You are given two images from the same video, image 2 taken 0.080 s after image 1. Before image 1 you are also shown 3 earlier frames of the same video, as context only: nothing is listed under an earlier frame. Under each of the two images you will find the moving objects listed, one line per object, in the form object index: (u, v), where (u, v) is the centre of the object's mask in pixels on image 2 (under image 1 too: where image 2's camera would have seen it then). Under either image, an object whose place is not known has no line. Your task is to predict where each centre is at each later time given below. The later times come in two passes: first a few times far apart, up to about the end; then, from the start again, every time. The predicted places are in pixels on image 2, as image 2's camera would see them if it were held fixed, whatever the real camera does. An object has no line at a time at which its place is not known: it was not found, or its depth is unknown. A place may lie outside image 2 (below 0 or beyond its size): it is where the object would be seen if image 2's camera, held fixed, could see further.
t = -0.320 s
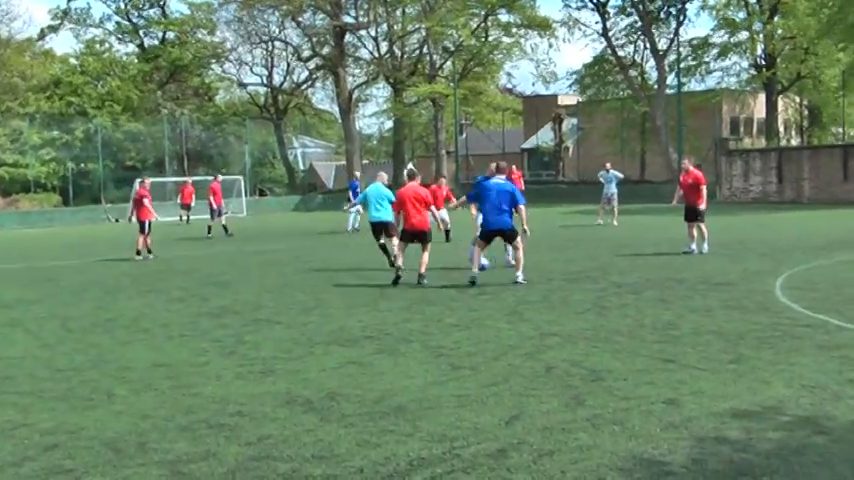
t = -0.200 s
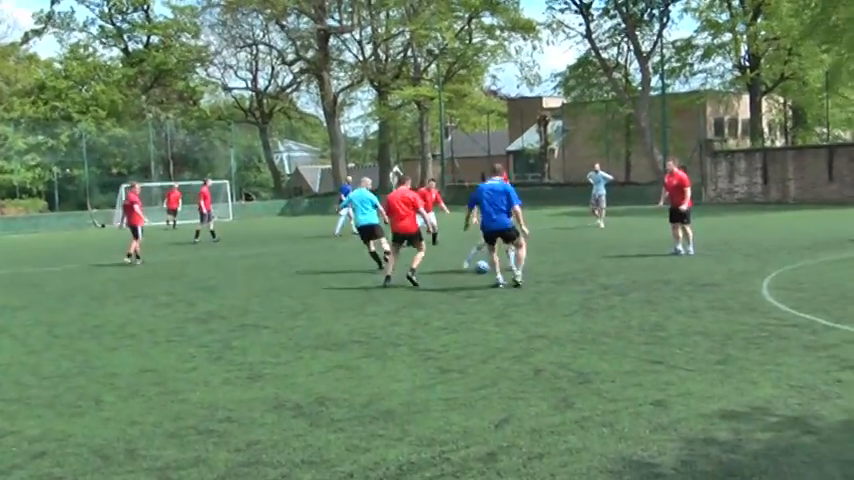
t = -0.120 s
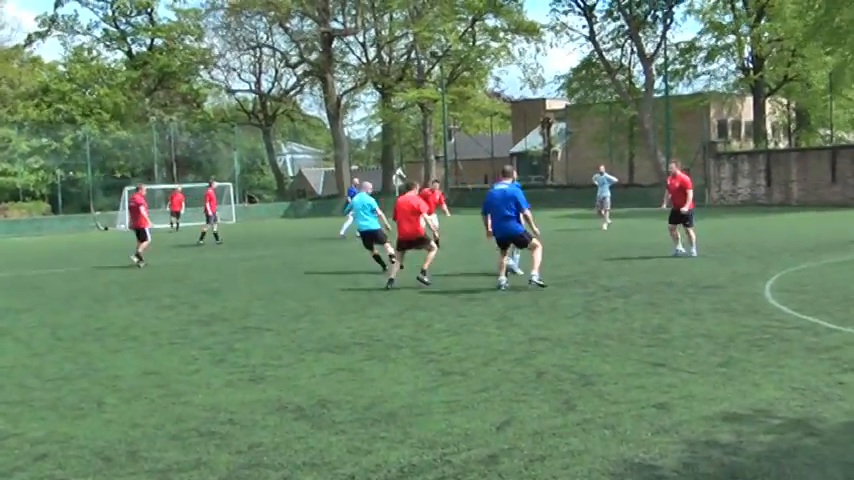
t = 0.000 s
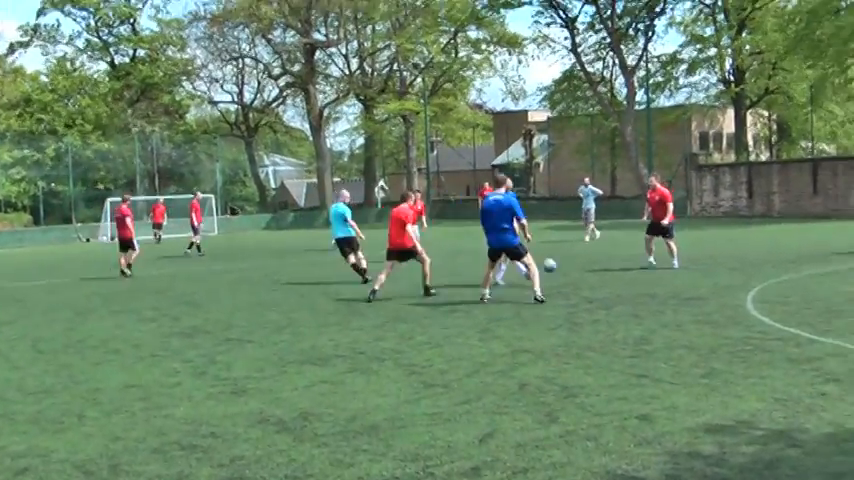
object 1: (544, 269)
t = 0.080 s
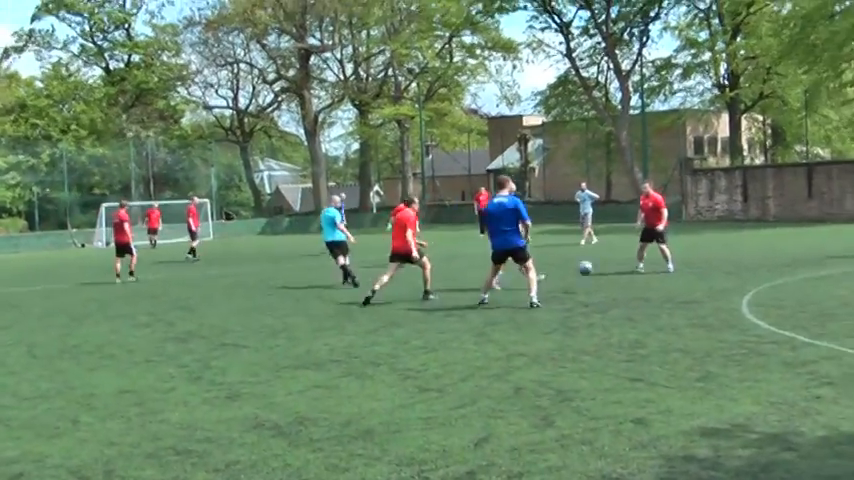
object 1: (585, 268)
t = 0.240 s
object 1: (669, 276)
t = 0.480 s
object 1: (762, 269)
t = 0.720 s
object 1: (843, 277)
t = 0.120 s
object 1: (605, 268)
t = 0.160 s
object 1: (626, 269)
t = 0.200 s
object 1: (647, 272)
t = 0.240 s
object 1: (669, 276)
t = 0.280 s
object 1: (690, 280)
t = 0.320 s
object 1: (711, 285)
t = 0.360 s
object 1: (724, 280)
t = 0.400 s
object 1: (737, 275)
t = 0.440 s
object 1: (749, 271)
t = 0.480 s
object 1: (762, 269)
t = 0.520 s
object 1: (776, 267)
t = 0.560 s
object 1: (789, 266)
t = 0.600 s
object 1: (803, 268)
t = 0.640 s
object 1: (816, 270)
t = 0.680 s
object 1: (829, 274)
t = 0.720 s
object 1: (843, 277)
